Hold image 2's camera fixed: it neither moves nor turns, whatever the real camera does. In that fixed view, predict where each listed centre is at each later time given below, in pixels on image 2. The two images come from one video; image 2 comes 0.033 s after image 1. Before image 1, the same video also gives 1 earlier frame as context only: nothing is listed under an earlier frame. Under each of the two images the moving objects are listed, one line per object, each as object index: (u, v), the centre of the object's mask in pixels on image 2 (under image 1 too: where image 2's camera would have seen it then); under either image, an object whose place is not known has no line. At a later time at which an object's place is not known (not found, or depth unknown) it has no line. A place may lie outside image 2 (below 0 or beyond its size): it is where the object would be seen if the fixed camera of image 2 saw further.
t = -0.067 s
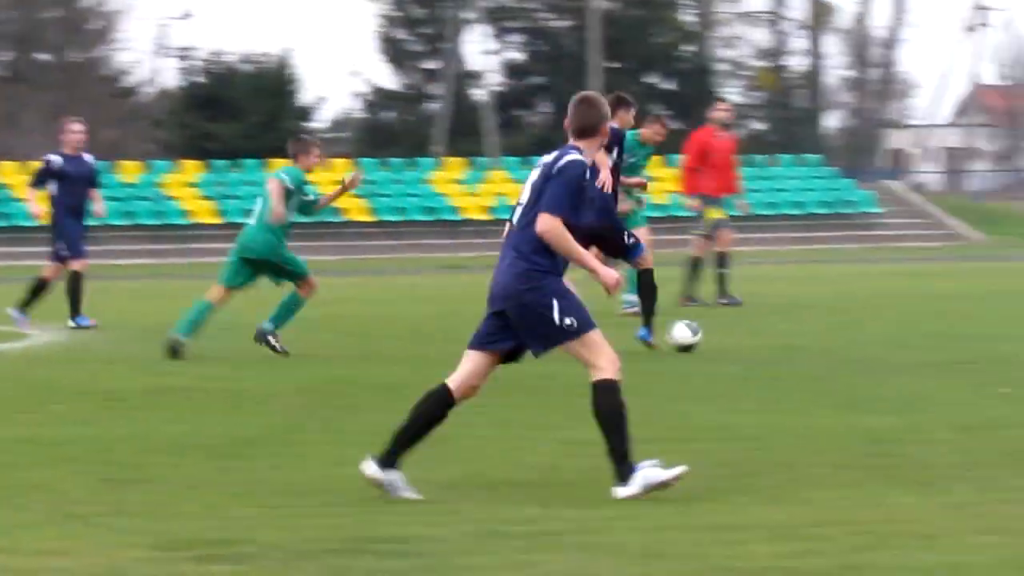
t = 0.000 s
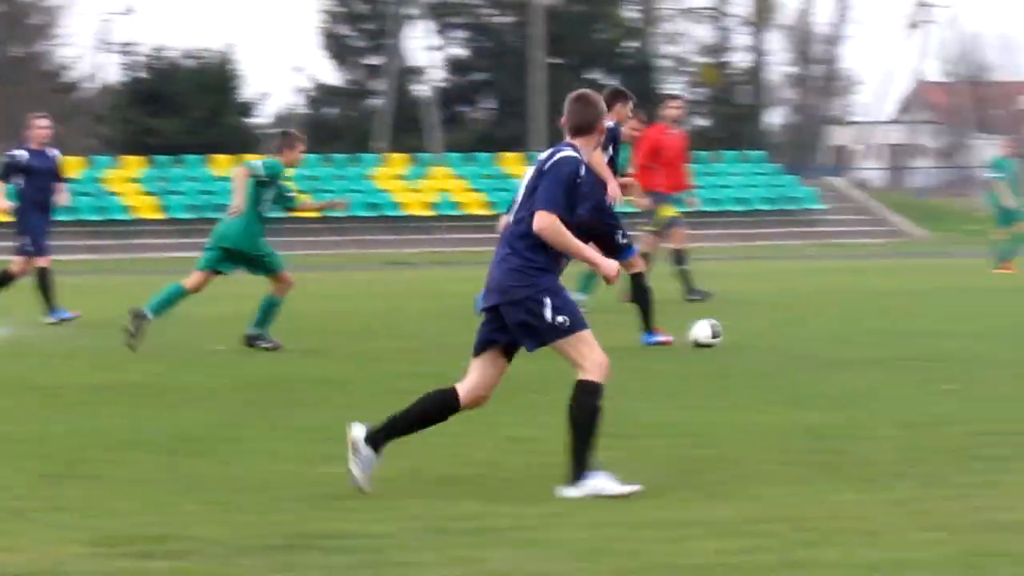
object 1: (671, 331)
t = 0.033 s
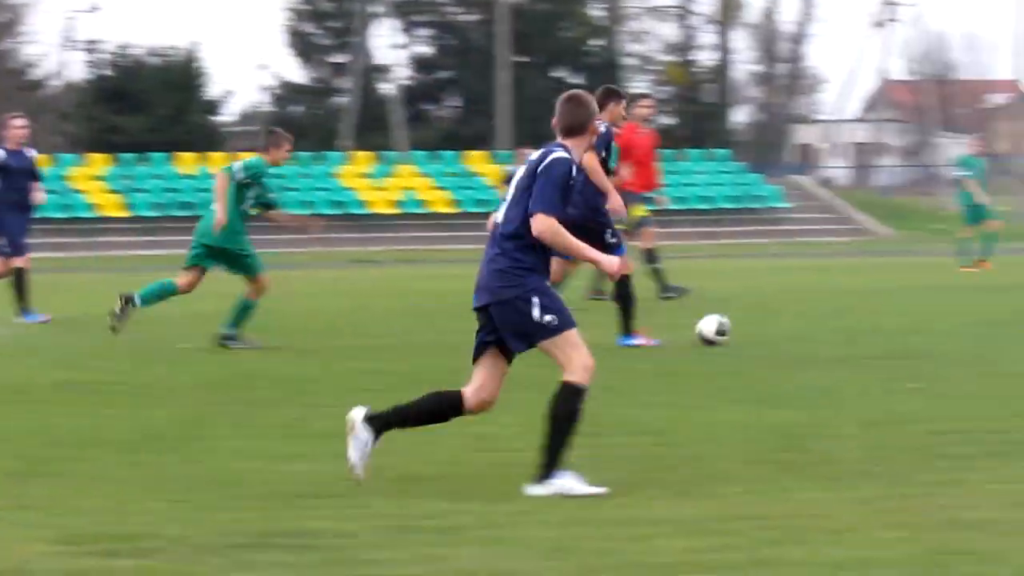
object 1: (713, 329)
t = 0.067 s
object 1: (755, 327)
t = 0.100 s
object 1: (797, 327)
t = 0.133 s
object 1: (838, 328)
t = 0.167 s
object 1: (878, 328)
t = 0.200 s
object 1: (914, 327)
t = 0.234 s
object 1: (948, 325)
